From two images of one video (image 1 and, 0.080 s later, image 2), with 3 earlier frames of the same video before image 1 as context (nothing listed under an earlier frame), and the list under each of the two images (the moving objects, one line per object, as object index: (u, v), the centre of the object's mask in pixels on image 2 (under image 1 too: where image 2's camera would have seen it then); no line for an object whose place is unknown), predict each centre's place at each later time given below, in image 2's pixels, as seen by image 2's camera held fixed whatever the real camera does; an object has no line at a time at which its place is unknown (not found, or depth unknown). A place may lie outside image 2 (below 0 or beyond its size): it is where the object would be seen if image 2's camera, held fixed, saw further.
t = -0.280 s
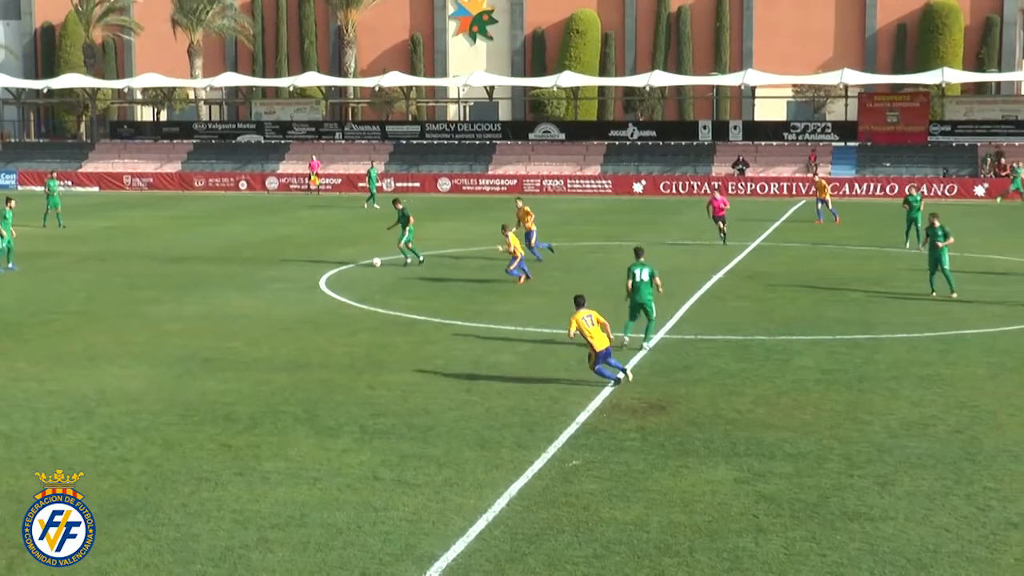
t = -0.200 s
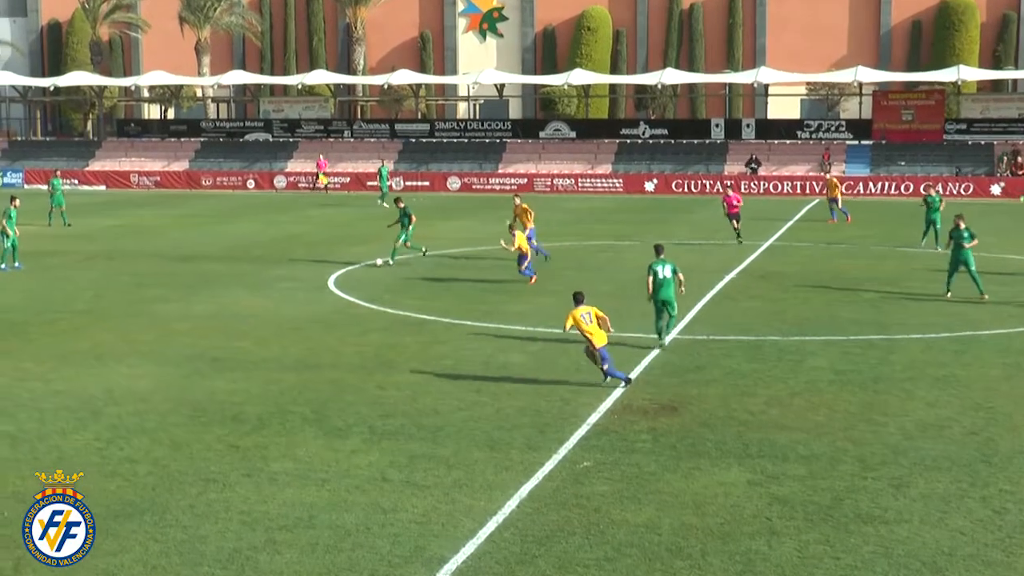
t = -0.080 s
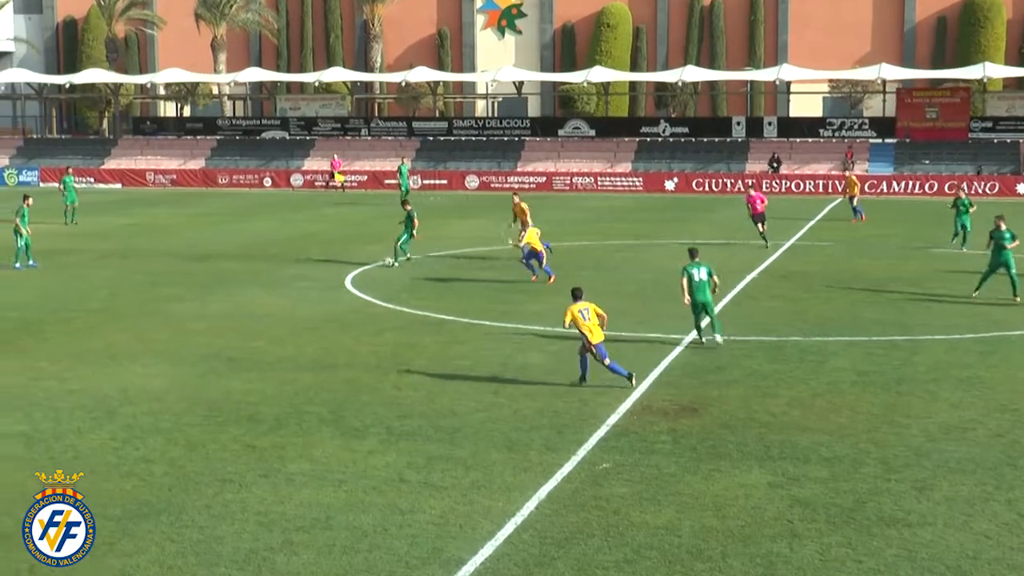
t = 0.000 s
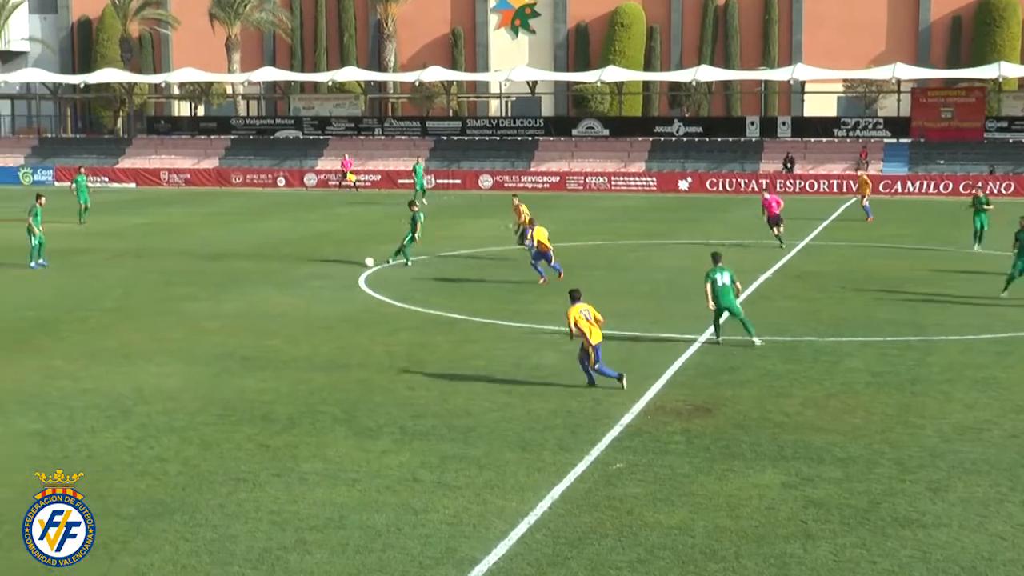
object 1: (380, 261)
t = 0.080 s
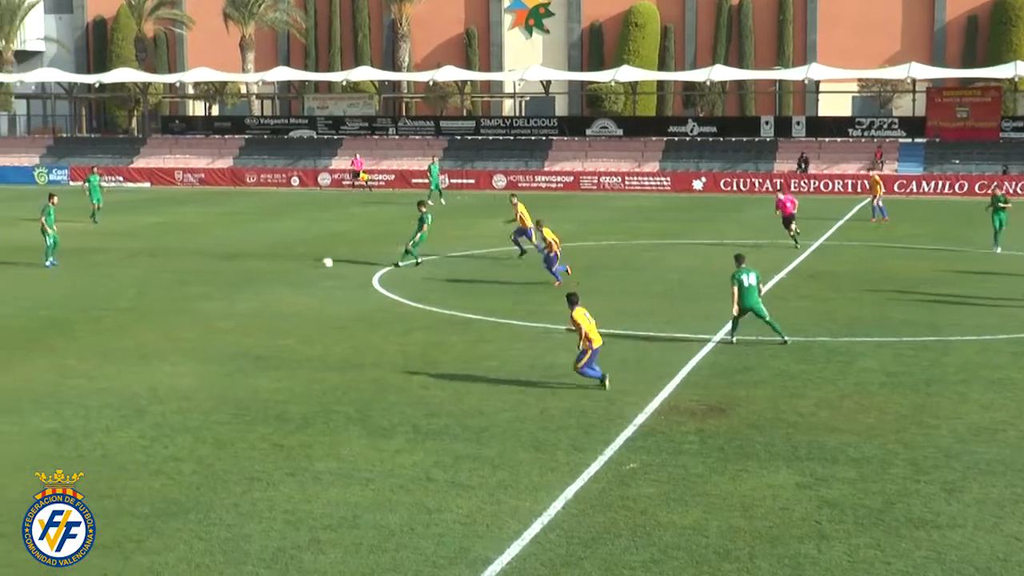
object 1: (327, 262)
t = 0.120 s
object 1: (301, 263)
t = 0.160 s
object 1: (273, 265)
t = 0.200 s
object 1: (249, 264)
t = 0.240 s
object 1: (225, 265)
